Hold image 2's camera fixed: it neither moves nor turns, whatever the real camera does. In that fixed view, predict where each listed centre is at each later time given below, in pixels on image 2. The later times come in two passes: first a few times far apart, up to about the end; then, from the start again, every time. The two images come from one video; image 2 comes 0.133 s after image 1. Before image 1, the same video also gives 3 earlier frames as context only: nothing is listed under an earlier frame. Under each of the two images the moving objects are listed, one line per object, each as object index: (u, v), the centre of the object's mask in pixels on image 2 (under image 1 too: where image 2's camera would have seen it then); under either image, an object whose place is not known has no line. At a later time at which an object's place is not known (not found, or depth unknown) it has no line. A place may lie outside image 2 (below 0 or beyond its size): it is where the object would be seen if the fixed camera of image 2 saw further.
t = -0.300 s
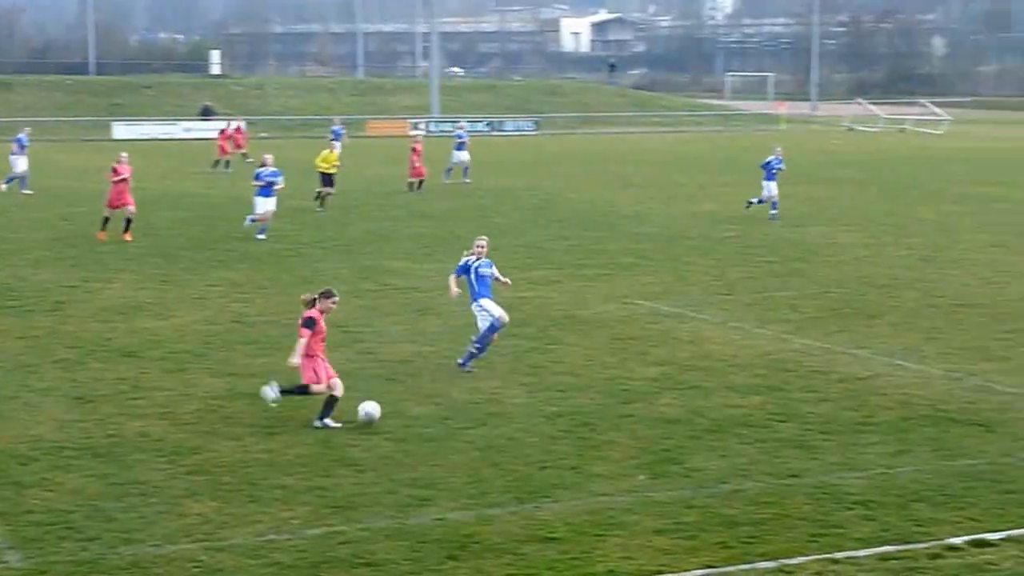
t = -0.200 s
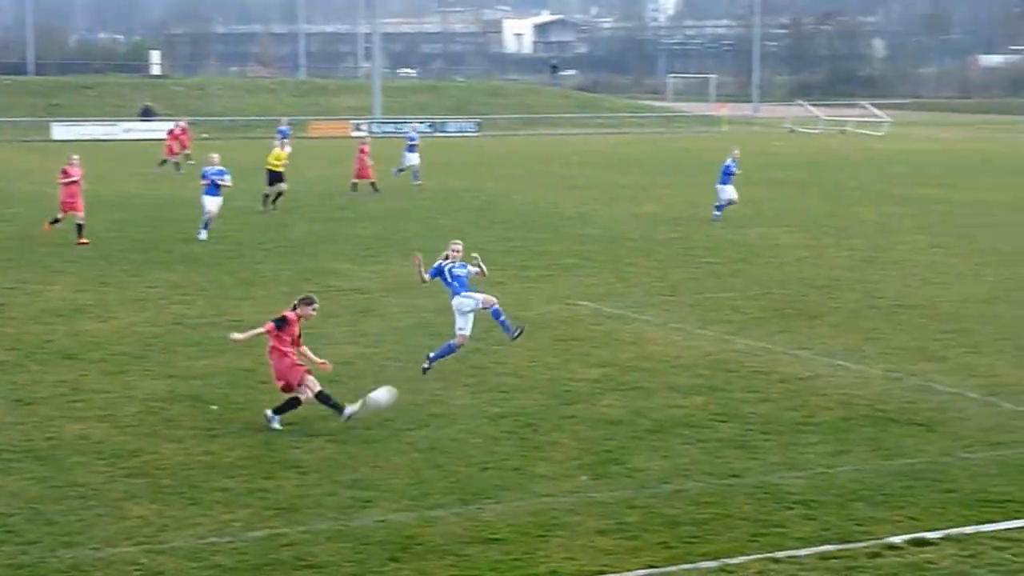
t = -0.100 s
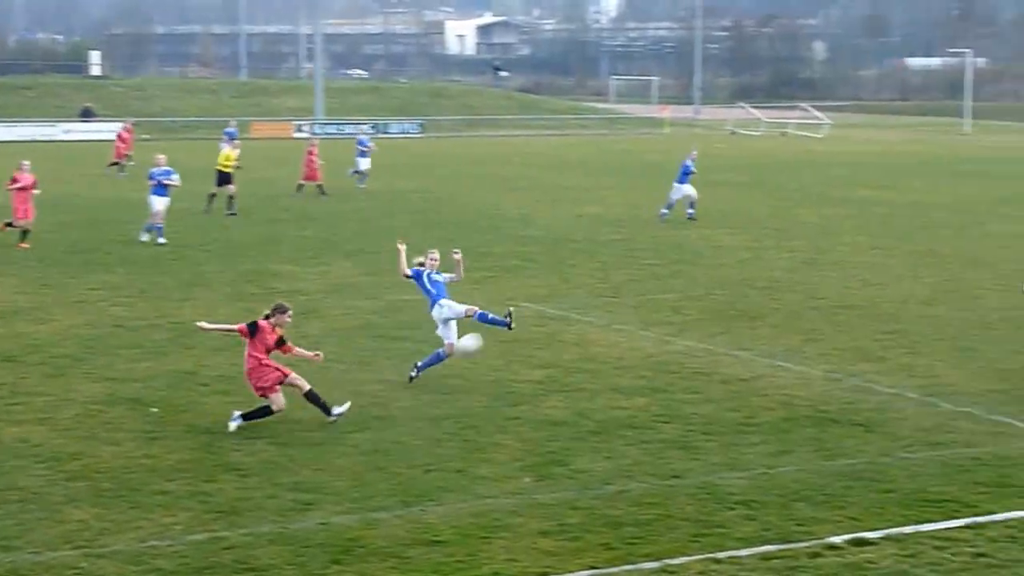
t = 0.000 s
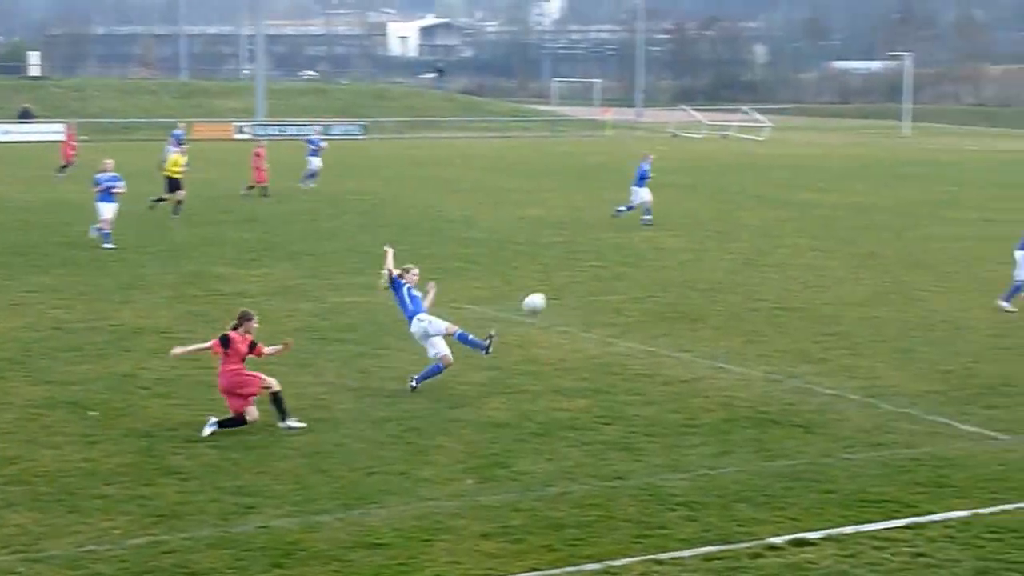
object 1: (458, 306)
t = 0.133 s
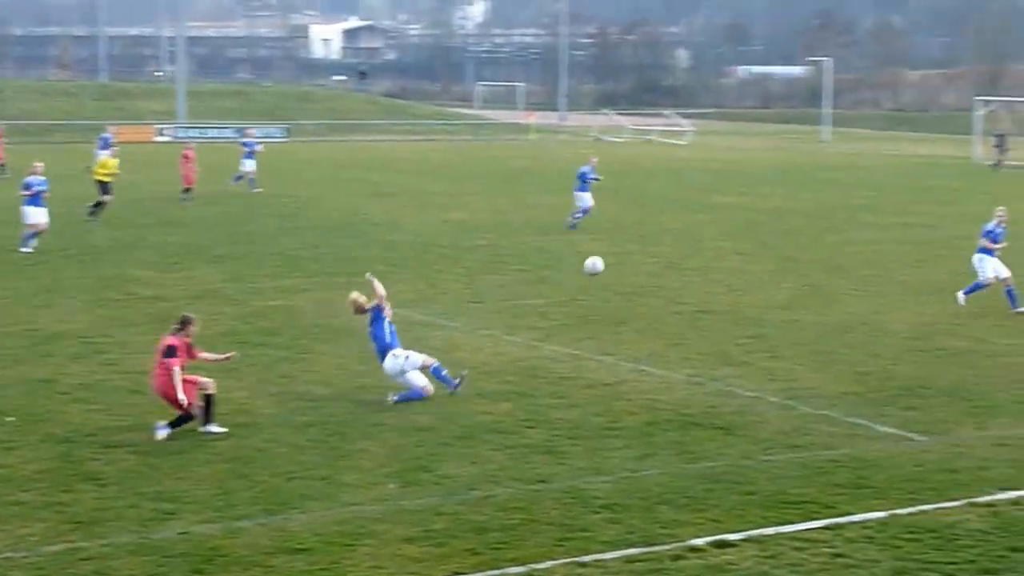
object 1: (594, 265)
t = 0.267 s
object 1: (702, 239)
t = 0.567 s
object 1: (876, 223)
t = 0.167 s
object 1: (622, 257)
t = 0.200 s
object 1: (651, 251)
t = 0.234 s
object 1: (677, 245)
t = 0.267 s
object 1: (702, 239)
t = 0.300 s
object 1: (726, 235)
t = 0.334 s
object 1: (749, 231)
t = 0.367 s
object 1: (770, 228)
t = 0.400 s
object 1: (790, 225)
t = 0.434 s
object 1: (810, 224)
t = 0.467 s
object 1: (828, 223)
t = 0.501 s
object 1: (845, 222)
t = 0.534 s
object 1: (860, 222)
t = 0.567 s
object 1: (876, 223)
